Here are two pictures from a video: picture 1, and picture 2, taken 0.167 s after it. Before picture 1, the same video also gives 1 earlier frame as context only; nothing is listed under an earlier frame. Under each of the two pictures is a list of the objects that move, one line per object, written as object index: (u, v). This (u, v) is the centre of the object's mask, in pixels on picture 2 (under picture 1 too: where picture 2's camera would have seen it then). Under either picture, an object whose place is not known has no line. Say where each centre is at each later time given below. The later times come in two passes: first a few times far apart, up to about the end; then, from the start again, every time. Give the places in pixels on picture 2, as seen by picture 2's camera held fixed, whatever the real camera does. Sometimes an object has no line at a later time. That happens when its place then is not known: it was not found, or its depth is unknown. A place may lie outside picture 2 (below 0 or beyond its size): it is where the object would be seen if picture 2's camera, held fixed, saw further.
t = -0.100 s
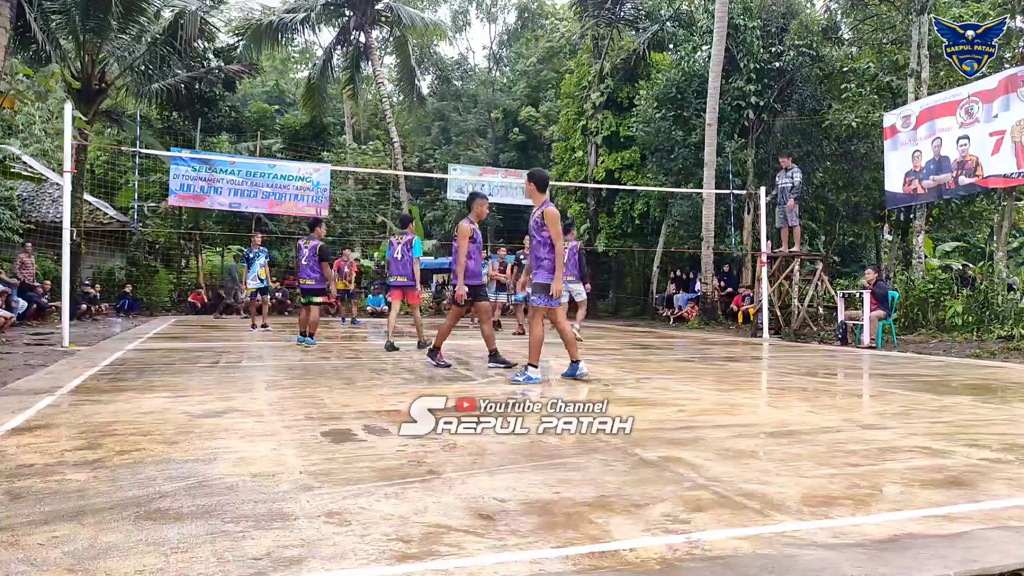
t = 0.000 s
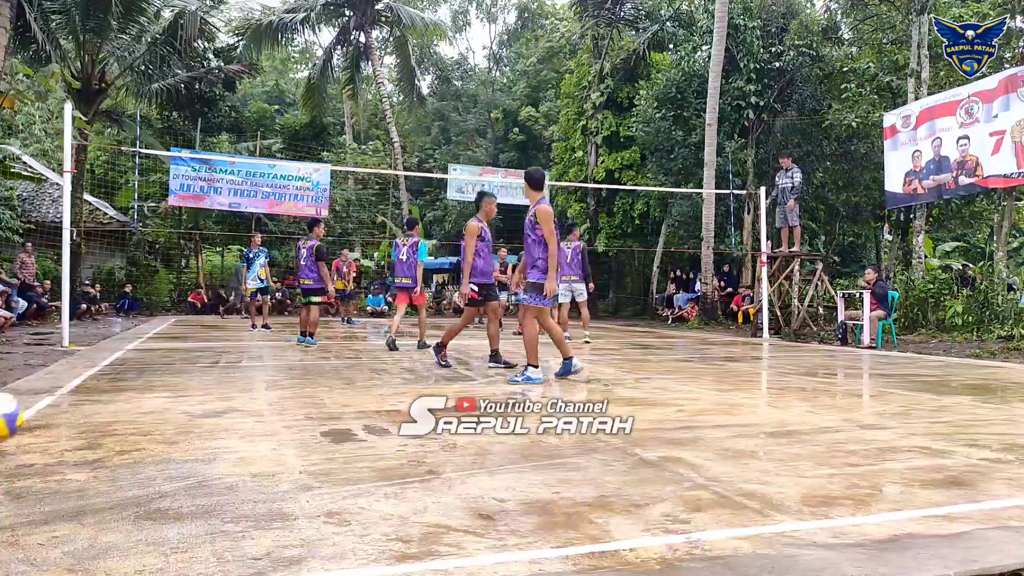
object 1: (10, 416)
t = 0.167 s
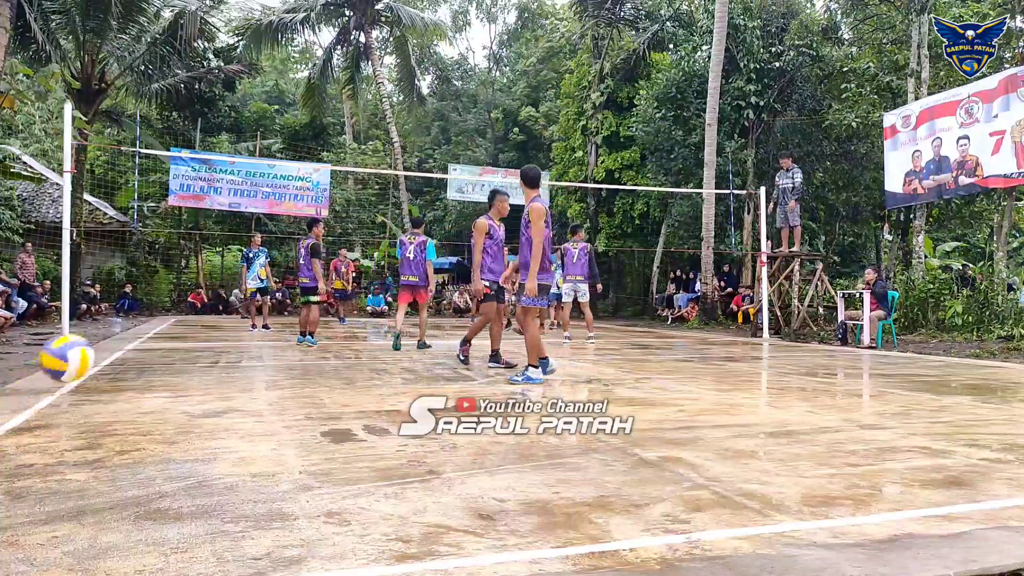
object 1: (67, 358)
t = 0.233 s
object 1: (94, 352)
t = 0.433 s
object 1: (173, 388)
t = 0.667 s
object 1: (255, 374)
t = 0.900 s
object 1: (328, 391)
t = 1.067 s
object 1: (372, 394)
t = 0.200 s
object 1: (80, 354)
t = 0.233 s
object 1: (94, 352)
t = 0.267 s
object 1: (108, 352)
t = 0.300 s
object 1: (121, 355)
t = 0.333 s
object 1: (135, 360)
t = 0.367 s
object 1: (147, 366)
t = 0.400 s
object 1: (160, 376)
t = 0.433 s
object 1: (173, 388)
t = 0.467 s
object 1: (185, 402)
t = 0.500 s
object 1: (198, 419)
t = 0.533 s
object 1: (211, 414)
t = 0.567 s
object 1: (222, 400)
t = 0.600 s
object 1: (233, 389)
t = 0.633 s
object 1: (244, 381)
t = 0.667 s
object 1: (255, 374)
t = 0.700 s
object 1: (266, 370)
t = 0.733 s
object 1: (277, 368)
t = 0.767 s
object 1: (287, 369)
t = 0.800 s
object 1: (298, 371)
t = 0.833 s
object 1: (308, 376)
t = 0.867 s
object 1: (318, 383)
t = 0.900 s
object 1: (328, 391)
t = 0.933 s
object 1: (337, 402)
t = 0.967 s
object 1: (347, 415)
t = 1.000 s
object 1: (356, 408)
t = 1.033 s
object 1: (364, 400)
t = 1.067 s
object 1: (372, 394)
